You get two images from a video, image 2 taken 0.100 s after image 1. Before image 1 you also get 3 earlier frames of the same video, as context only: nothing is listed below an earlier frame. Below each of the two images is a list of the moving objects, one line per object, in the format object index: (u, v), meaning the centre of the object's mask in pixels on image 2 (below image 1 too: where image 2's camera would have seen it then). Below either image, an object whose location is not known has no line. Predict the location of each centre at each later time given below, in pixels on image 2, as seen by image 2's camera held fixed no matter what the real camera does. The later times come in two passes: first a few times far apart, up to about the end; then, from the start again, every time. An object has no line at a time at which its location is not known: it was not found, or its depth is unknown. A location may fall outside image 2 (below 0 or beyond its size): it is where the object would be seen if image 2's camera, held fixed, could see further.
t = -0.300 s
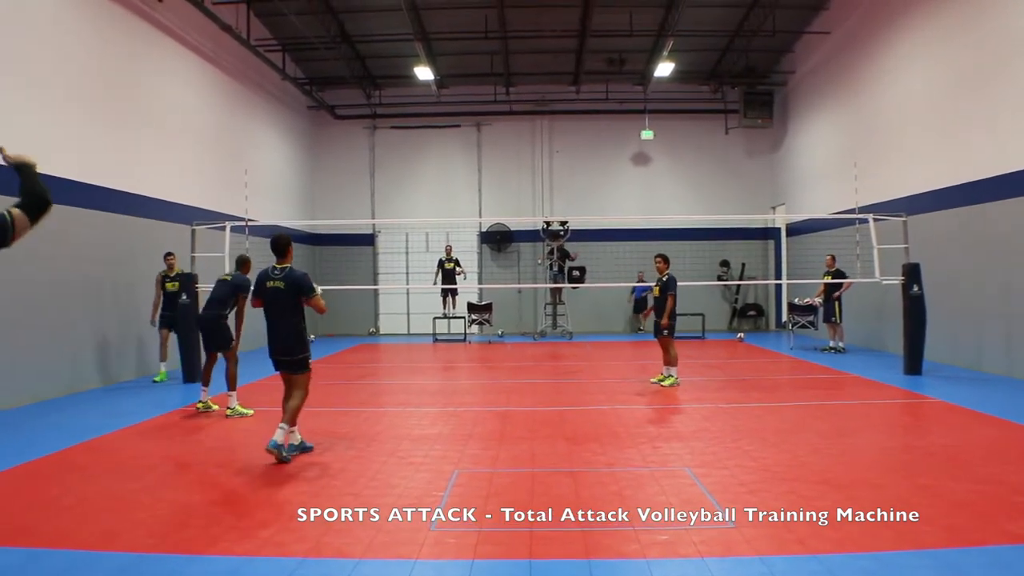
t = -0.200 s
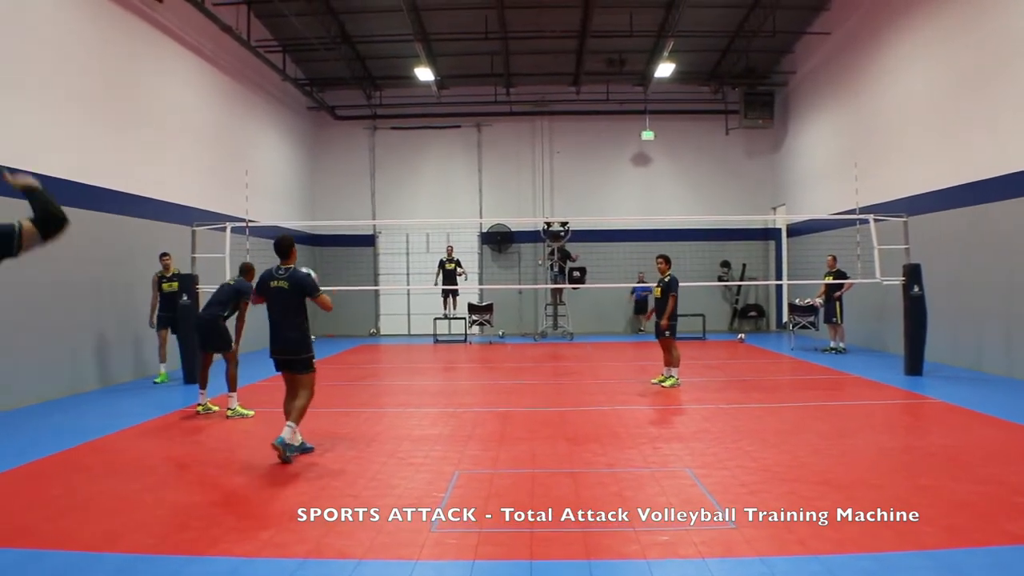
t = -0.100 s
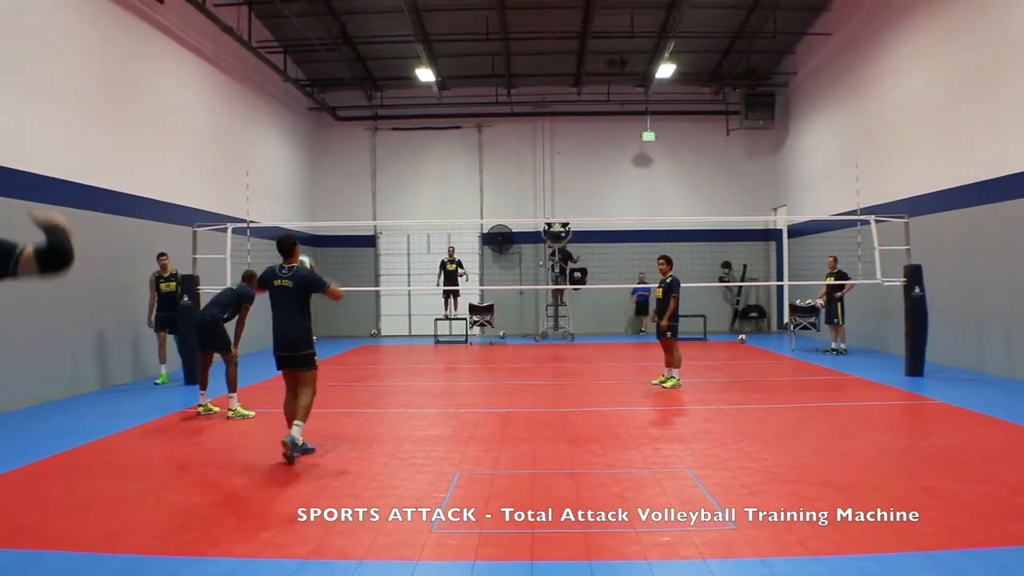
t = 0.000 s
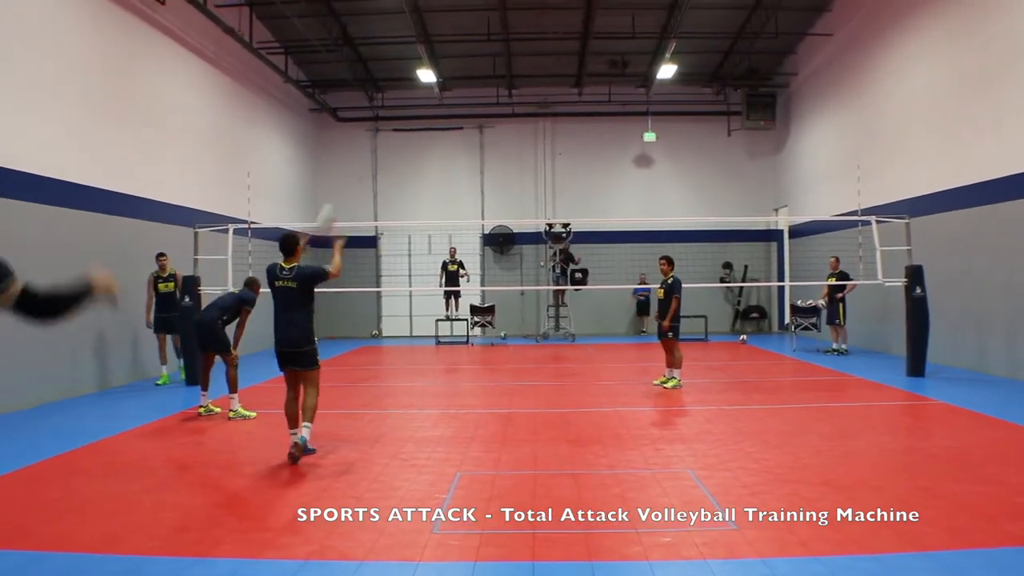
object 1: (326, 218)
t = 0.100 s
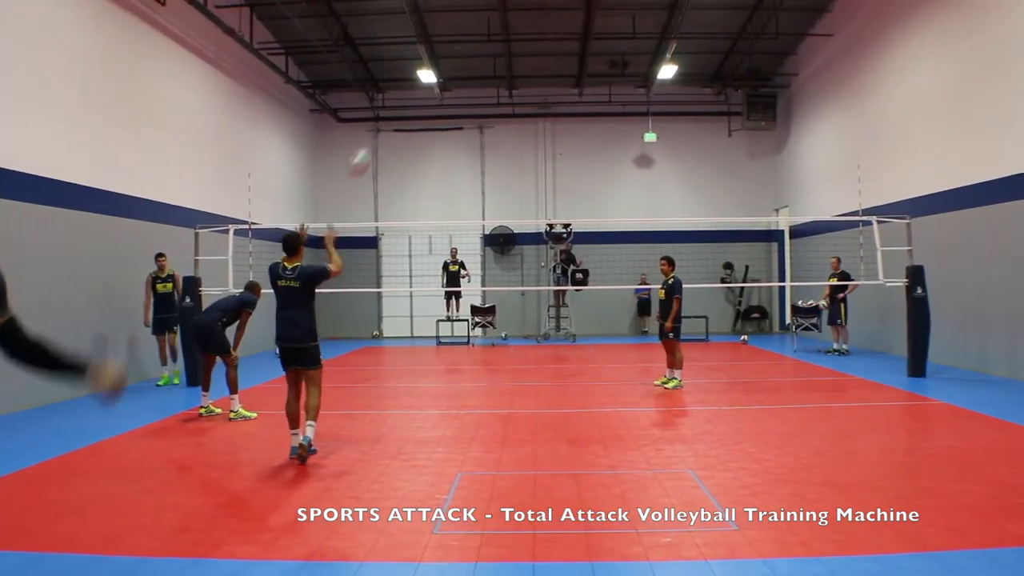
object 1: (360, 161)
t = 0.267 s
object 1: (403, 102)
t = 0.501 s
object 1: (447, 76)
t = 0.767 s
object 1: (487, 92)
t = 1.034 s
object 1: (517, 141)
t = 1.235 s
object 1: (534, 198)
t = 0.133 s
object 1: (369, 144)
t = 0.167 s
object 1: (380, 130)
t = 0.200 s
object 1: (387, 121)
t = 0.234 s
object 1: (396, 111)
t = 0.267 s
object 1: (403, 102)
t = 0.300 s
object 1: (410, 94)
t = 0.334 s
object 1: (416, 89)
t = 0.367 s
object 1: (422, 86)
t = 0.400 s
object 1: (429, 84)
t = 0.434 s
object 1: (438, 79)
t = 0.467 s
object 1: (443, 77)
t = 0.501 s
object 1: (447, 76)
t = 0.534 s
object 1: (453, 76)
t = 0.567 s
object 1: (458, 76)
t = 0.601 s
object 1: (463, 77)
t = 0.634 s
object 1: (469, 79)
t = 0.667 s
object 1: (473, 81)
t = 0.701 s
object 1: (478, 84)
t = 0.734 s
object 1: (483, 87)
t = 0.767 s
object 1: (487, 92)
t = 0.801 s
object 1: (491, 96)
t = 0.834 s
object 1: (496, 101)
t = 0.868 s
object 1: (499, 107)
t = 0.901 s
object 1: (503, 113)
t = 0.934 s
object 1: (506, 119)
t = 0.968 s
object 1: (510, 126)
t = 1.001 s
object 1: (513, 133)
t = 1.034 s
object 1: (517, 141)
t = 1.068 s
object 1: (520, 149)
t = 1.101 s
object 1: (523, 158)
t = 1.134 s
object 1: (527, 167)
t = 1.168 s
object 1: (530, 179)
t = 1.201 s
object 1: (532, 189)
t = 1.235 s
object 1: (534, 198)
